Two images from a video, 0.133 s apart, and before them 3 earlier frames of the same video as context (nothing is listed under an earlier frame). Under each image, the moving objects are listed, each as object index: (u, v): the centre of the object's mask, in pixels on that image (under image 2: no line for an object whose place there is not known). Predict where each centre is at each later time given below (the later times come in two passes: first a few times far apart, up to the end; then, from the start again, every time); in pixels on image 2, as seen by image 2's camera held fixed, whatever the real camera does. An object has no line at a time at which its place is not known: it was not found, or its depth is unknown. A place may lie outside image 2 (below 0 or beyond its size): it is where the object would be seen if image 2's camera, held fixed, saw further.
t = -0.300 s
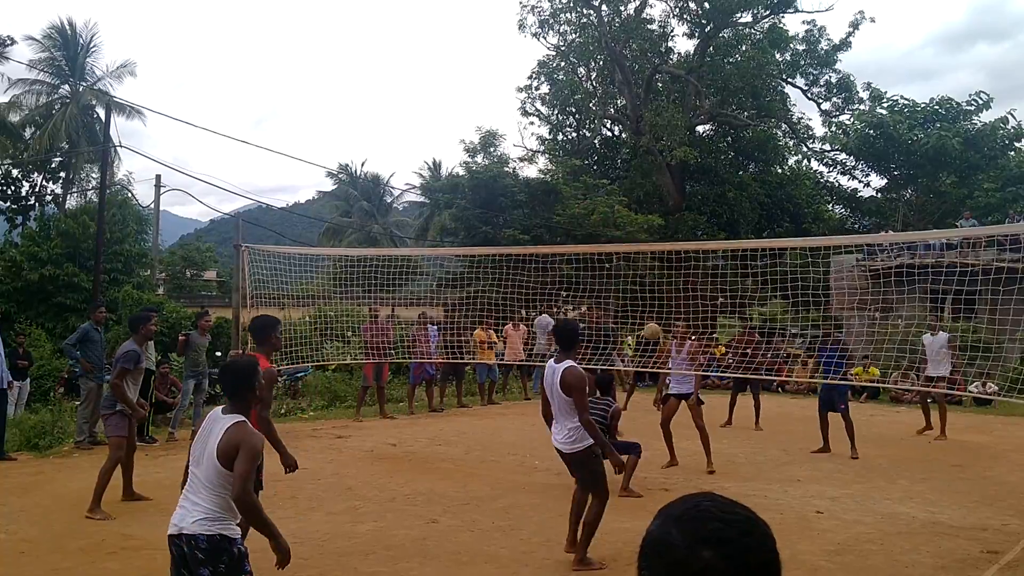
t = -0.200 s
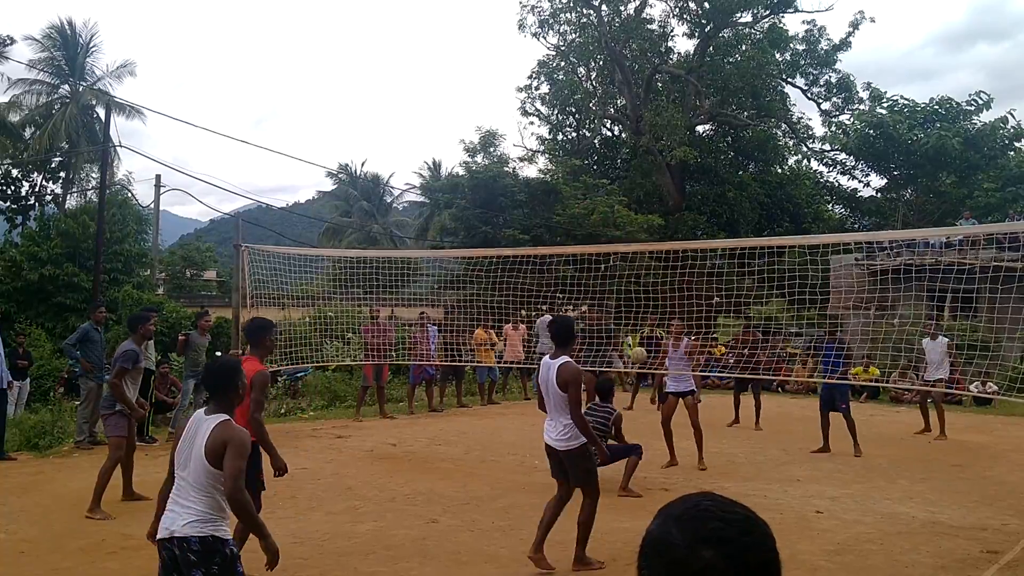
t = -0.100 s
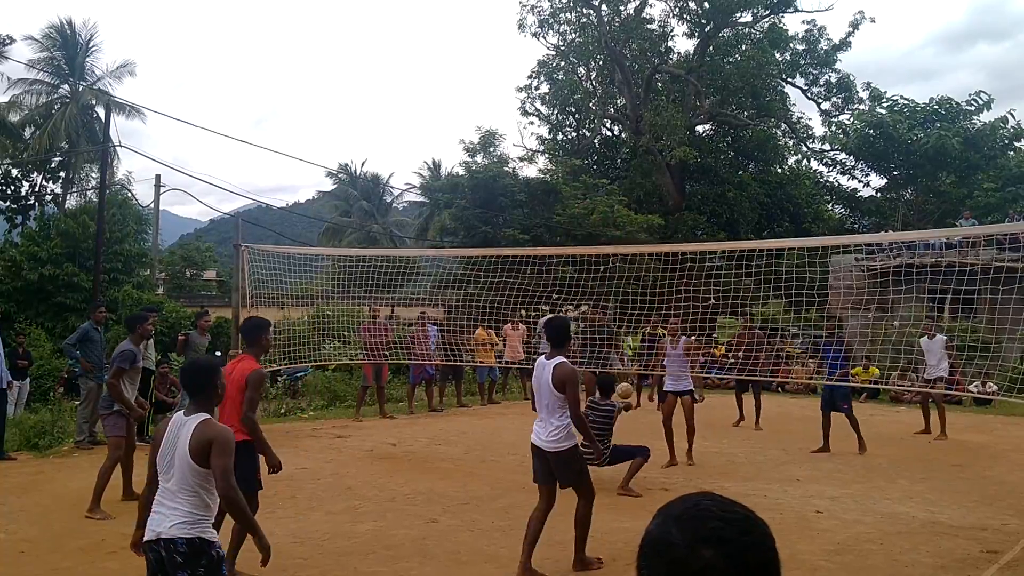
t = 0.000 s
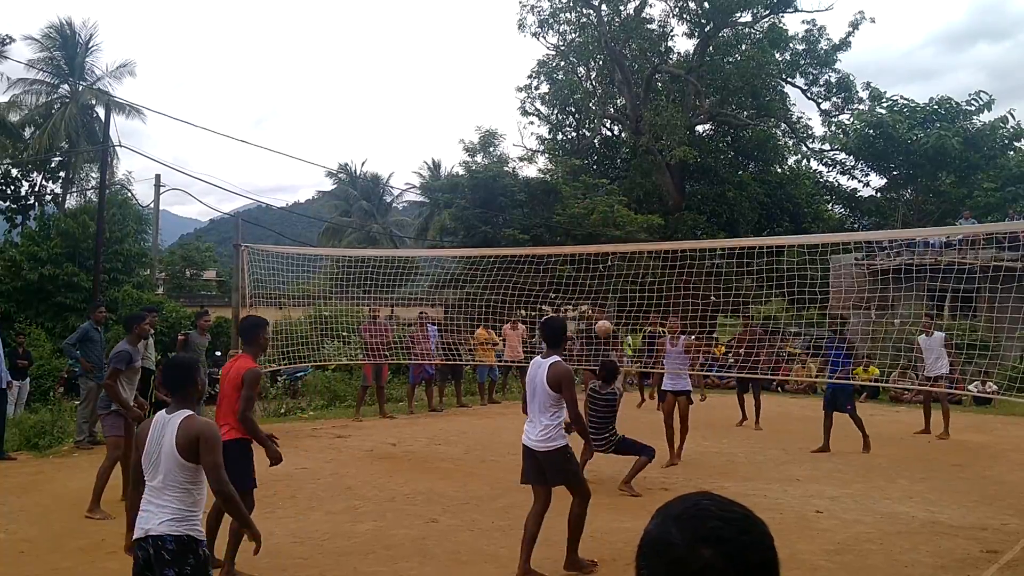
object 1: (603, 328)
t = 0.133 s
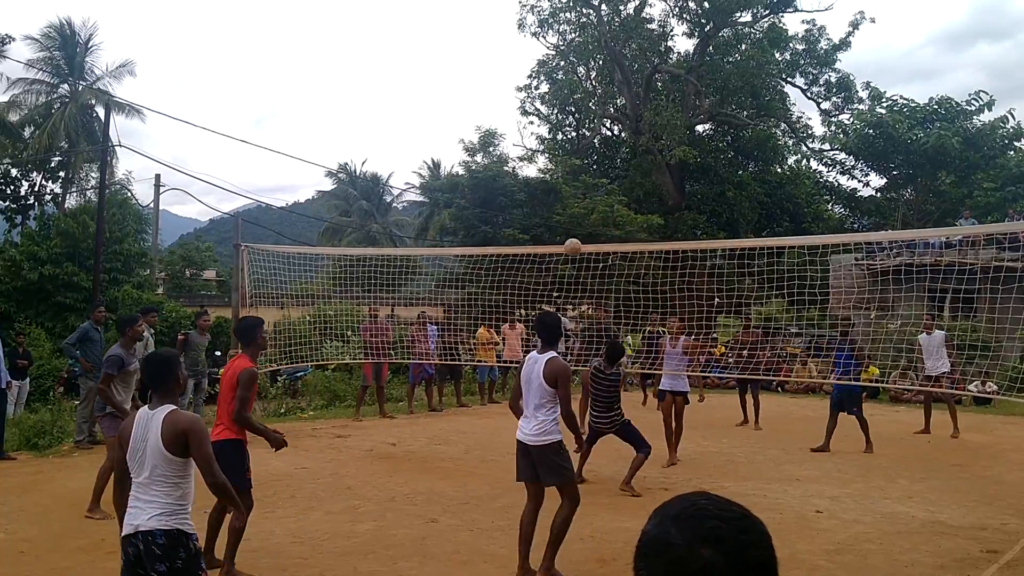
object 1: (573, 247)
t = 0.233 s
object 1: (549, 194)
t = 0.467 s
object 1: (487, 103)
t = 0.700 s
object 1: (415, 64)
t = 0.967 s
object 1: (318, 100)
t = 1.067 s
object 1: (277, 141)
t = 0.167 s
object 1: (565, 229)
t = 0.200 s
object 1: (557, 211)
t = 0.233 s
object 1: (549, 194)
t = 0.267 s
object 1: (540, 179)
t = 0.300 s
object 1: (532, 163)
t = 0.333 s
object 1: (523, 150)
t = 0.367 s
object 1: (514, 136)
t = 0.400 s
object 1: (505, 125)
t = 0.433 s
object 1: (496, 114)
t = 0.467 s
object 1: (487, 103)
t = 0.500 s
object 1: (477, 94)
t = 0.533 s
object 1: (467, 86)
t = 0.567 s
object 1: (457, 79)
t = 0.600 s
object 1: (446, 73)
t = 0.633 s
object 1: (436, 69)
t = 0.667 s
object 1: (425, 66)
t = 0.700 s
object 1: (415, 64)
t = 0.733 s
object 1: (404, 63)
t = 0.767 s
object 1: (392, 64)
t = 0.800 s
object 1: (380, 66)
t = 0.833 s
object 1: (368, 70)
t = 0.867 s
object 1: (356, 75)
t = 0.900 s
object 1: (343, 82)
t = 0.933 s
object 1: (331, 91)
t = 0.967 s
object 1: (318, 100)
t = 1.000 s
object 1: (305, 112)
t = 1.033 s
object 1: (291, 125)
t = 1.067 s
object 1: (277, 141)
